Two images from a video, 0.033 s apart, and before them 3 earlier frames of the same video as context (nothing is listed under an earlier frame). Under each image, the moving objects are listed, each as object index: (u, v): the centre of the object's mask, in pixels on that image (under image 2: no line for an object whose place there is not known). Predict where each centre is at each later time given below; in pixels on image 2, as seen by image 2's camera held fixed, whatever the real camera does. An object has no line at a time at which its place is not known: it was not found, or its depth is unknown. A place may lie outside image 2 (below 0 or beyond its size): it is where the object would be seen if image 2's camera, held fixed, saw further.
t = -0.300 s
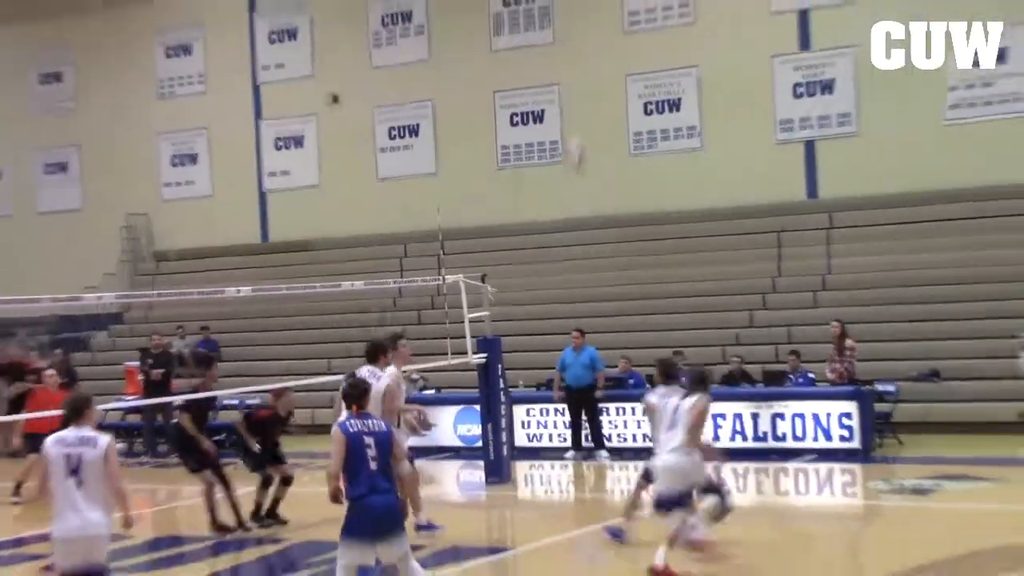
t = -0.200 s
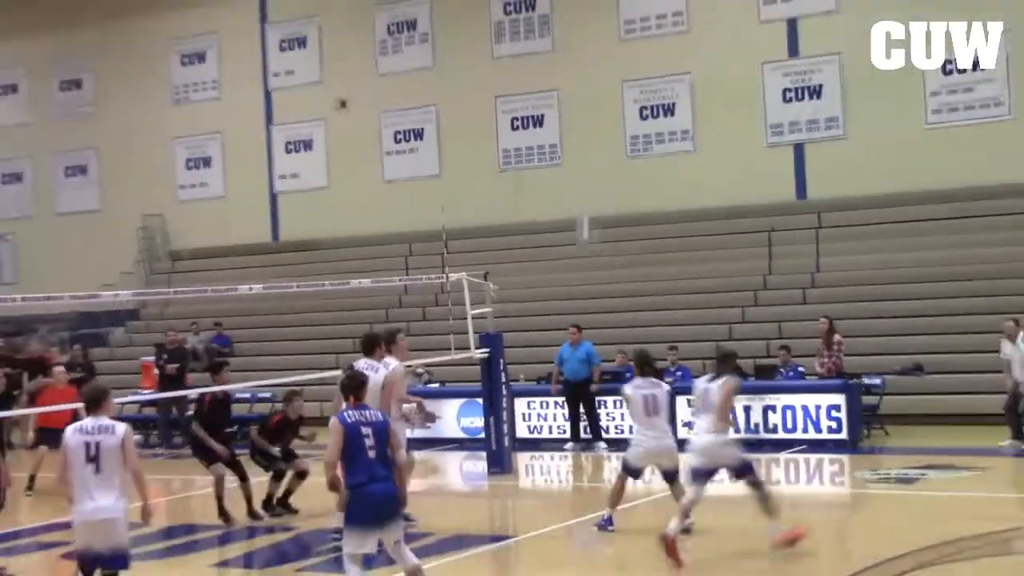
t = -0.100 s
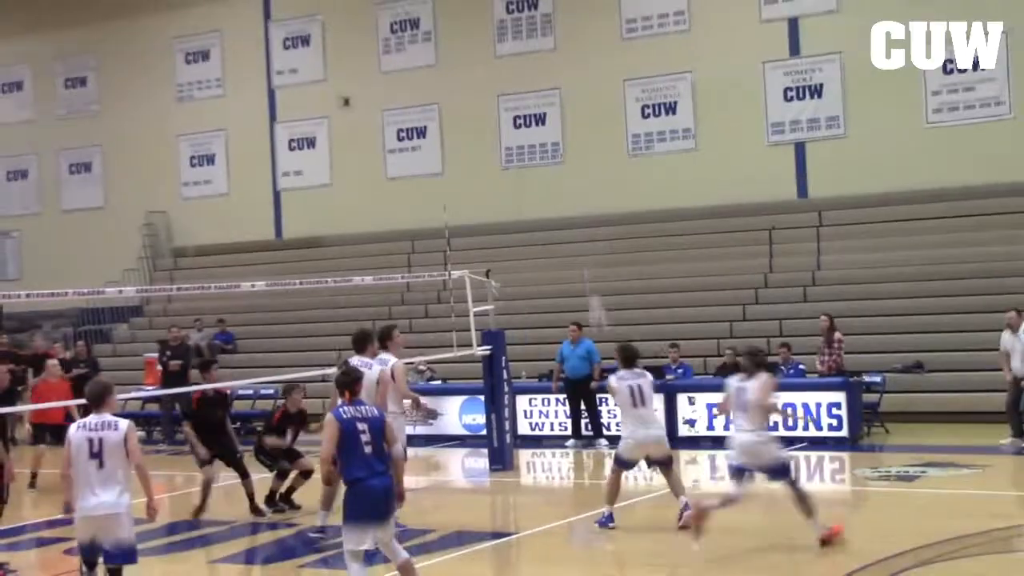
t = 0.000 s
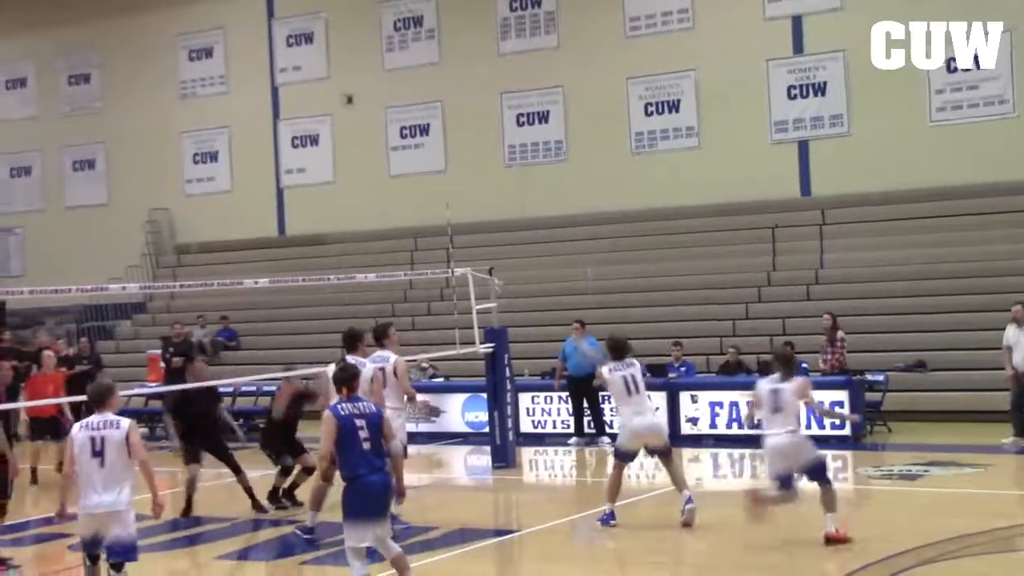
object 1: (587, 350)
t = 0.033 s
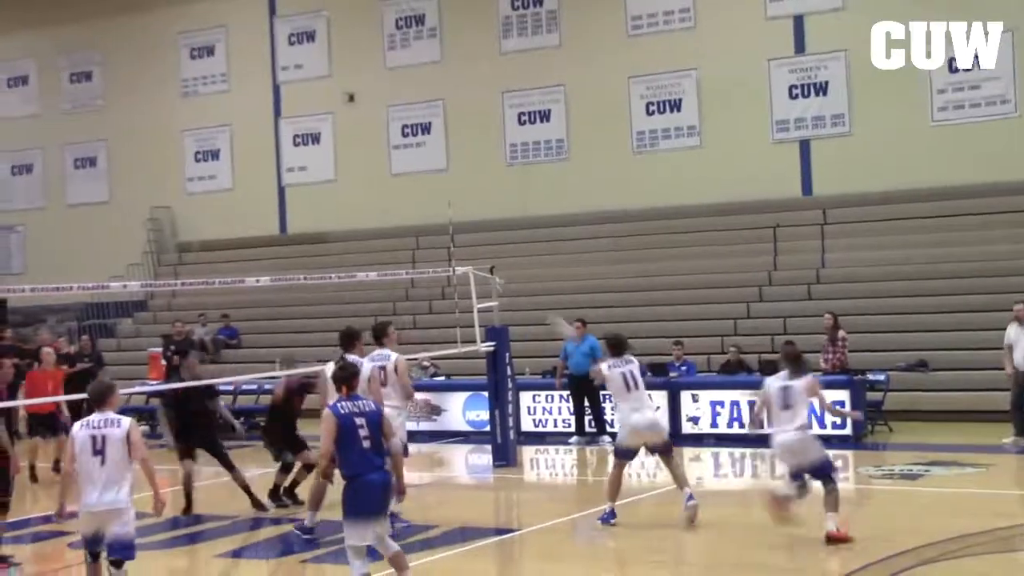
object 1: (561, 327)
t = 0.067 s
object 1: (542, 308)
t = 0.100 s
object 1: (517, 288)
